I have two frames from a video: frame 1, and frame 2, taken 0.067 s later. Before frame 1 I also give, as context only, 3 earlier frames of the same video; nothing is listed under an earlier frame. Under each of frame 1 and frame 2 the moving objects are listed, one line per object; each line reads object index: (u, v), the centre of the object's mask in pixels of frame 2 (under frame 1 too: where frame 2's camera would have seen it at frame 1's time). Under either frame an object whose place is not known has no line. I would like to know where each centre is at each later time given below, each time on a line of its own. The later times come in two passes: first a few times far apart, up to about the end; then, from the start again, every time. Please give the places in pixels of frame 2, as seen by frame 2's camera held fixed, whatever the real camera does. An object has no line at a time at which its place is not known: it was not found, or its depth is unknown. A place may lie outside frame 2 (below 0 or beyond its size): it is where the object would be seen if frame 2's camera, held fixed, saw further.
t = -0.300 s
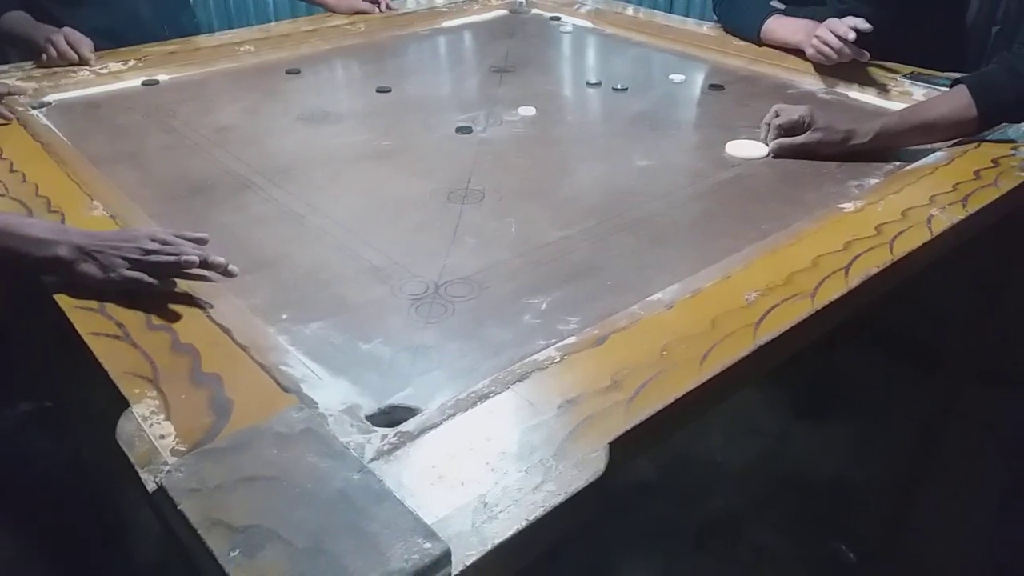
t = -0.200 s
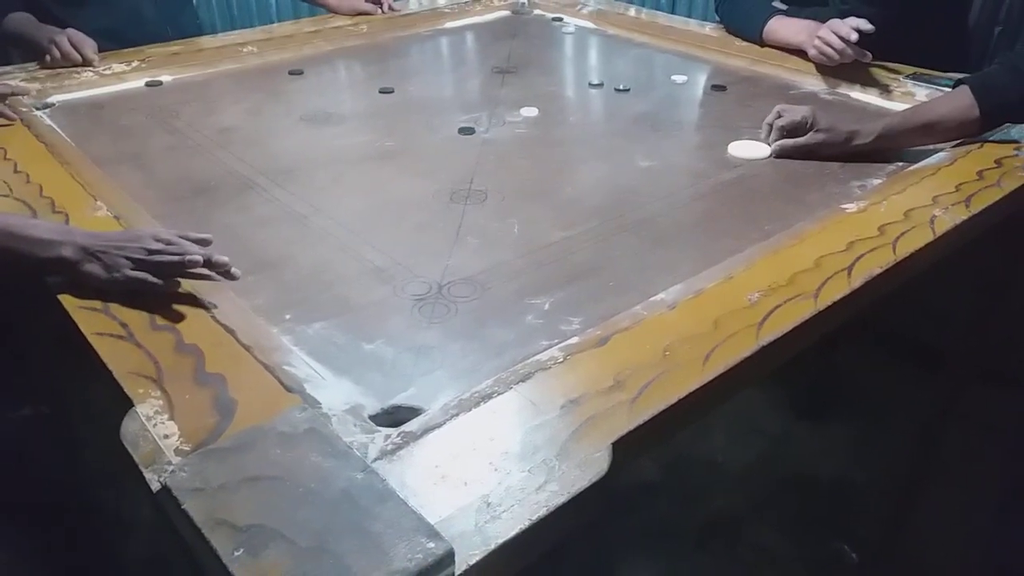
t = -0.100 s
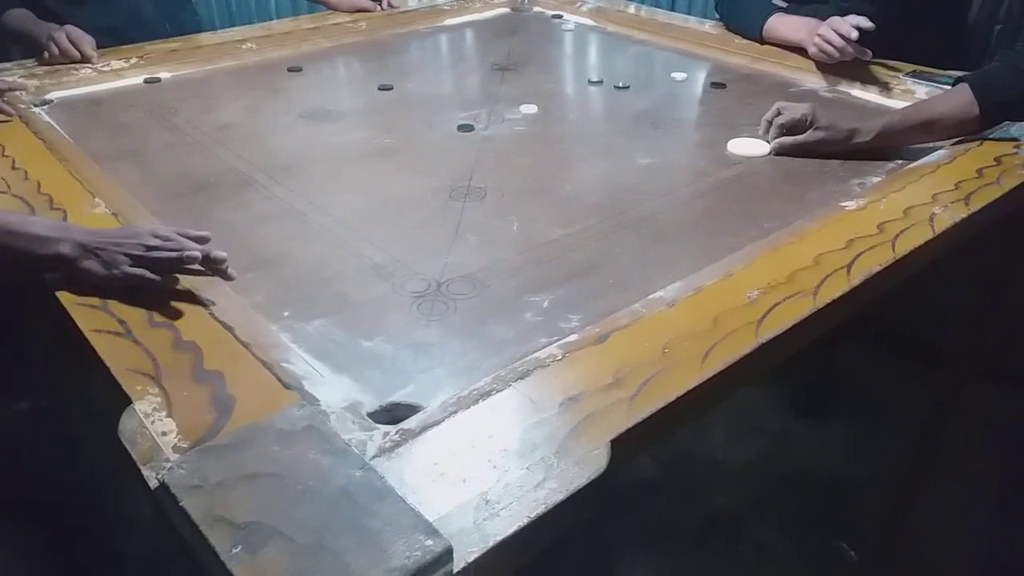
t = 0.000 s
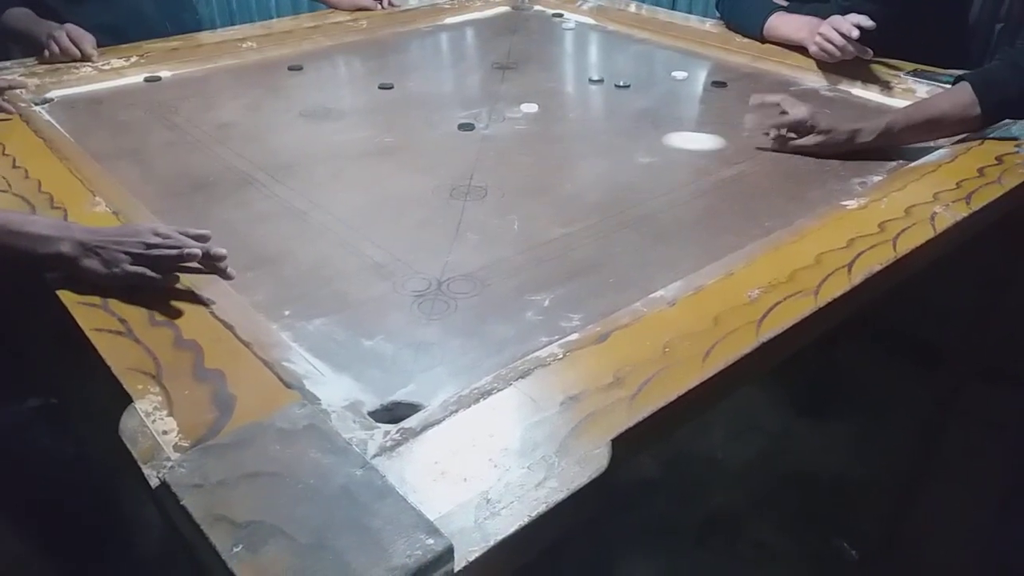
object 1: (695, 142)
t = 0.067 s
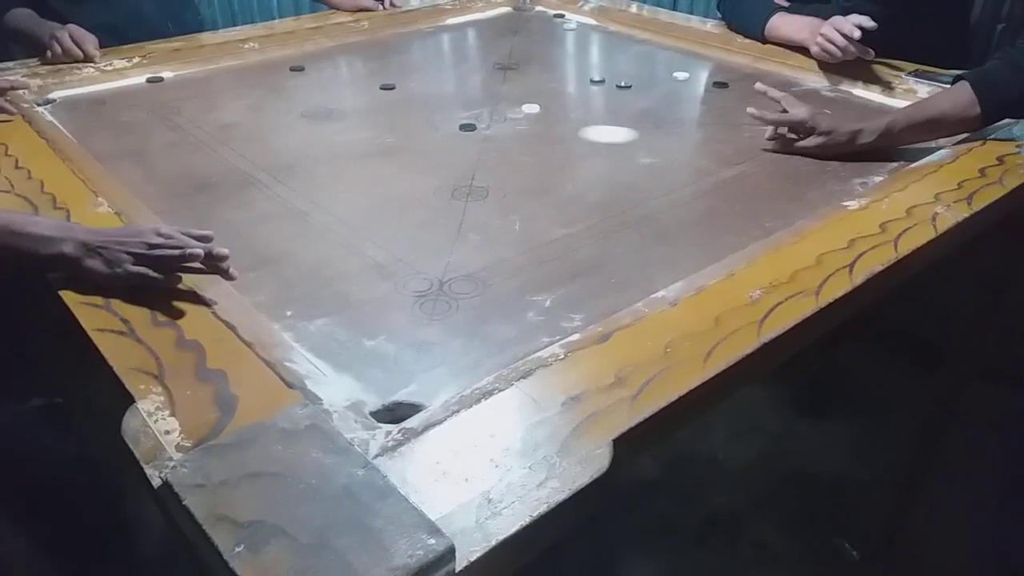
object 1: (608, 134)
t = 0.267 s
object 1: (428, 114)
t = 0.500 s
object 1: (317, 98)
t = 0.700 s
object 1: (268, 91)
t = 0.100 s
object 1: (569, 130)
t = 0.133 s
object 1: (532, 127)
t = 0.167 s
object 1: (498, 124)
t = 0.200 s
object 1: (472, 120)
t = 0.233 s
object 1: (449, 117)
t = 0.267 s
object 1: (428, 114)
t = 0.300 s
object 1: (408, 111)
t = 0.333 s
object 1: (389, 108)
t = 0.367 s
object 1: (373, 106)
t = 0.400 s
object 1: (357, 103)
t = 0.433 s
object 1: (342, 102)
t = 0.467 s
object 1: (328, 100)
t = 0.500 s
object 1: (317, 98)
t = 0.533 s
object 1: (306, 96)
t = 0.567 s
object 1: (296, 95)
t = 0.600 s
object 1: (287, 94)
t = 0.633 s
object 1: (280, 93)
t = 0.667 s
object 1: (273, 92)
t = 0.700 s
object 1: (268, 91)
